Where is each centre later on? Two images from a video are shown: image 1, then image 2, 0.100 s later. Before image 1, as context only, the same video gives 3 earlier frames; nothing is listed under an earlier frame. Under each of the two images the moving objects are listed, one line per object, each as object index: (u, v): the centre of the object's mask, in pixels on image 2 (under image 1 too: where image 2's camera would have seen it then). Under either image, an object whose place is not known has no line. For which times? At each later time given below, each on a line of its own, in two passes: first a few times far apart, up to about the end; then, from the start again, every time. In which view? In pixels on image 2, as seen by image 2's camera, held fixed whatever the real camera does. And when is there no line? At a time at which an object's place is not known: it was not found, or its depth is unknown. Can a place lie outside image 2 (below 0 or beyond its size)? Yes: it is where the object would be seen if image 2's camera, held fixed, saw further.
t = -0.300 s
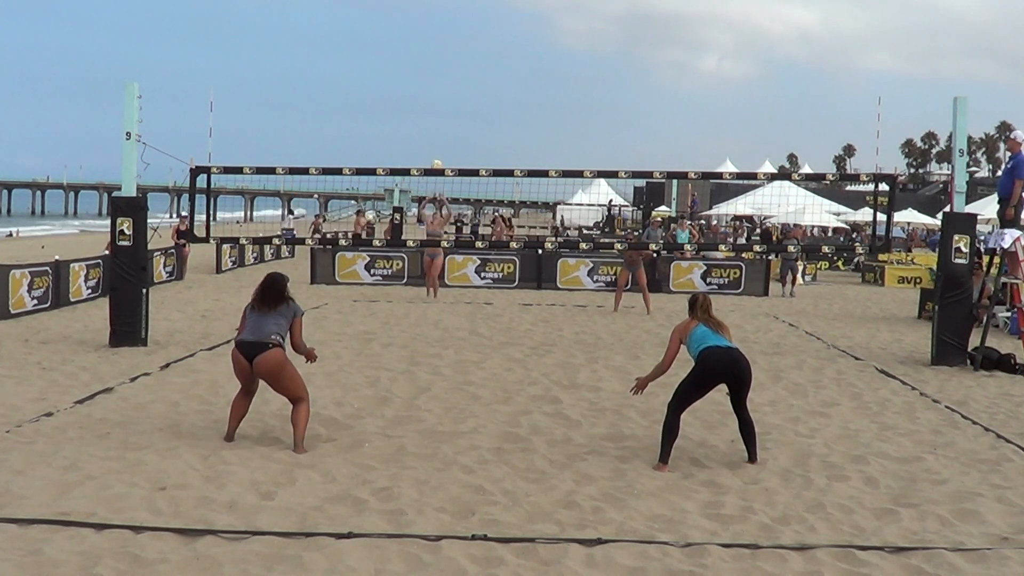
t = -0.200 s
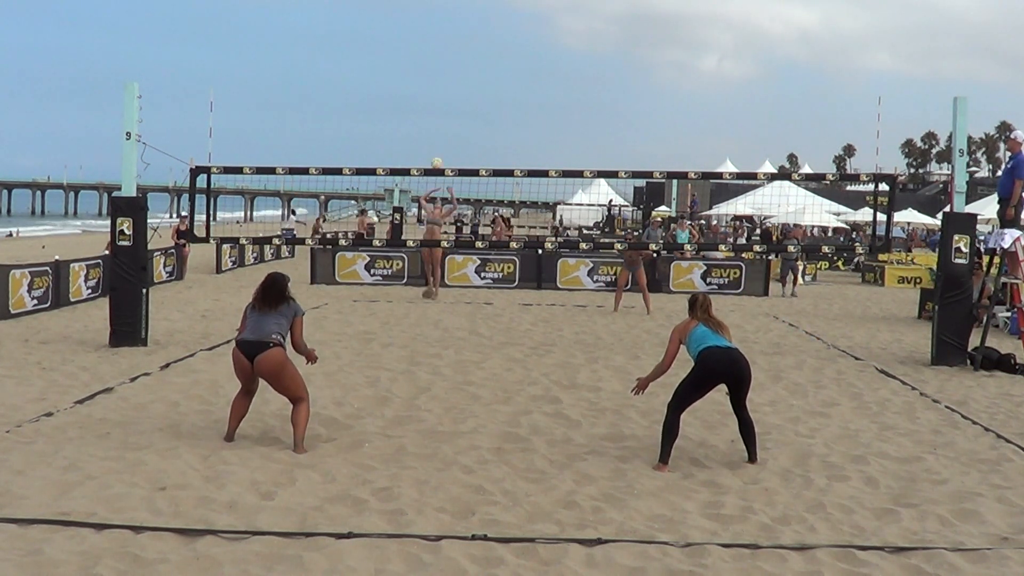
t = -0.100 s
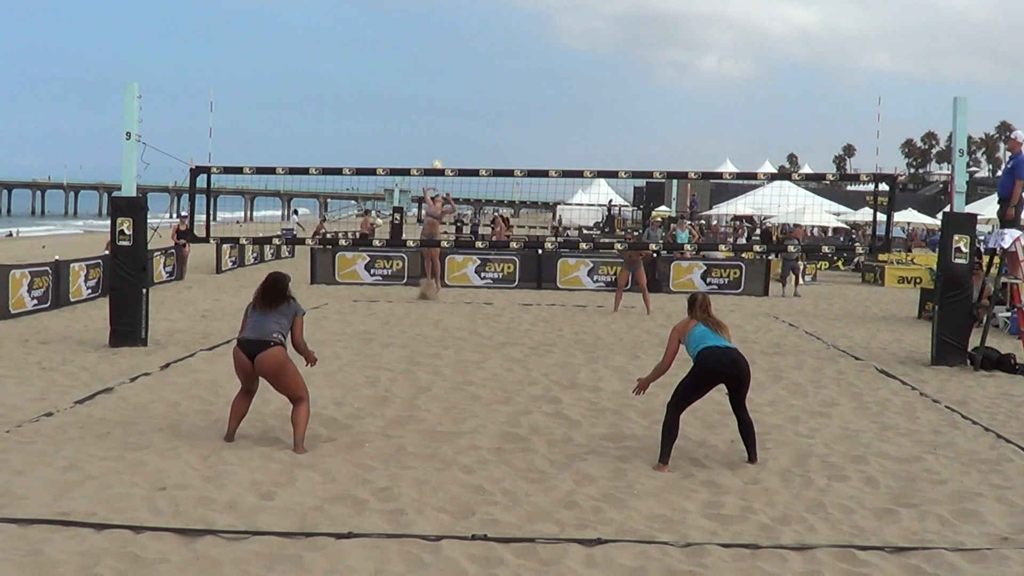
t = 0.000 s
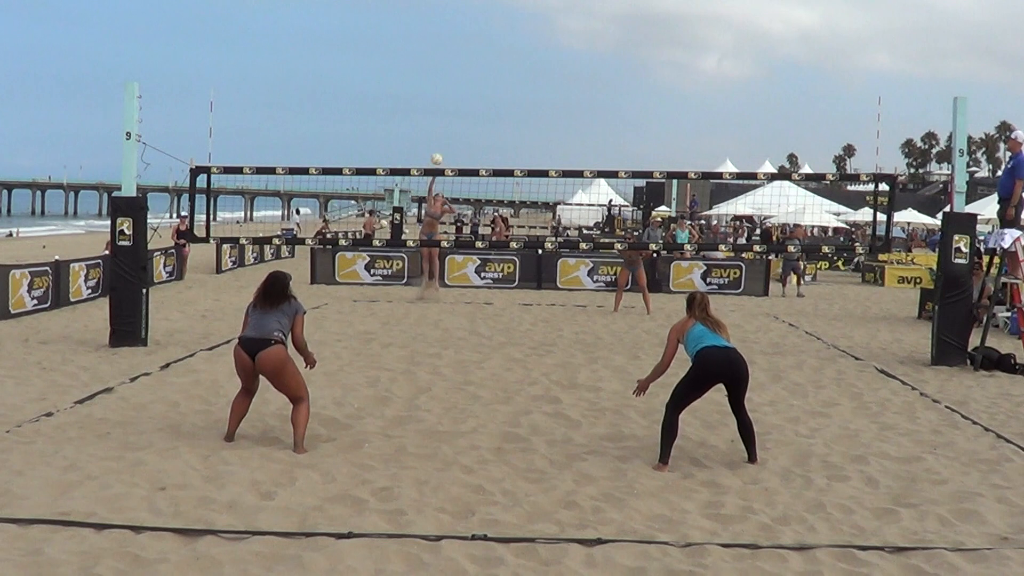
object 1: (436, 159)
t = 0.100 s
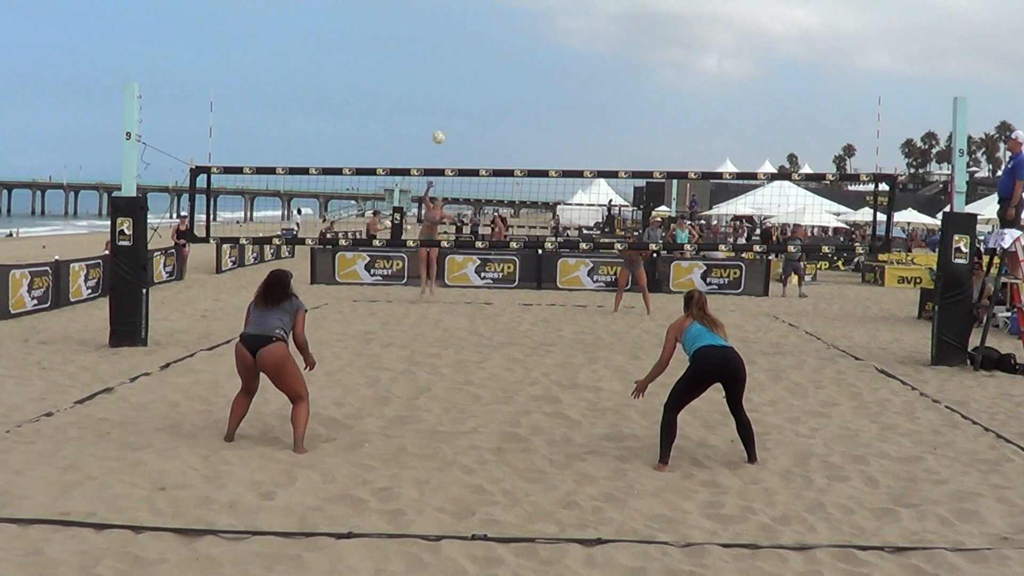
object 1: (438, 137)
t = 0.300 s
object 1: (442, 103)
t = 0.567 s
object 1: (442, 87)
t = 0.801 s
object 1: (445, 127)
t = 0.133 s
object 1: (439, 130)
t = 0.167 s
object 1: (440, 124)
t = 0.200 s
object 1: (441, 119)
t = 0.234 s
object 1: (441, 113)
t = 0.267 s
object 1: (442, 108)
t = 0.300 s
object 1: (442, 103)
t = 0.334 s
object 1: (442, 99)
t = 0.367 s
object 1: (442, 95)
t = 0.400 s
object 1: (442, 92)
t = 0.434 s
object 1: (442, 89)
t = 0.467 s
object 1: (442, 87)
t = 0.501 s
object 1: (442, 86)
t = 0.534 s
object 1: (442, 86)
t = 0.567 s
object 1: (442, 87)
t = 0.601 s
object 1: (442, 88)
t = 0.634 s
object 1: (443, 91)
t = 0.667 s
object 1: (444, 95)
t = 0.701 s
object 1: (444, 100)
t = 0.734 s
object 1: (444, 108)
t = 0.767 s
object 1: (445, 116)
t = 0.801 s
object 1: (445, 127)
